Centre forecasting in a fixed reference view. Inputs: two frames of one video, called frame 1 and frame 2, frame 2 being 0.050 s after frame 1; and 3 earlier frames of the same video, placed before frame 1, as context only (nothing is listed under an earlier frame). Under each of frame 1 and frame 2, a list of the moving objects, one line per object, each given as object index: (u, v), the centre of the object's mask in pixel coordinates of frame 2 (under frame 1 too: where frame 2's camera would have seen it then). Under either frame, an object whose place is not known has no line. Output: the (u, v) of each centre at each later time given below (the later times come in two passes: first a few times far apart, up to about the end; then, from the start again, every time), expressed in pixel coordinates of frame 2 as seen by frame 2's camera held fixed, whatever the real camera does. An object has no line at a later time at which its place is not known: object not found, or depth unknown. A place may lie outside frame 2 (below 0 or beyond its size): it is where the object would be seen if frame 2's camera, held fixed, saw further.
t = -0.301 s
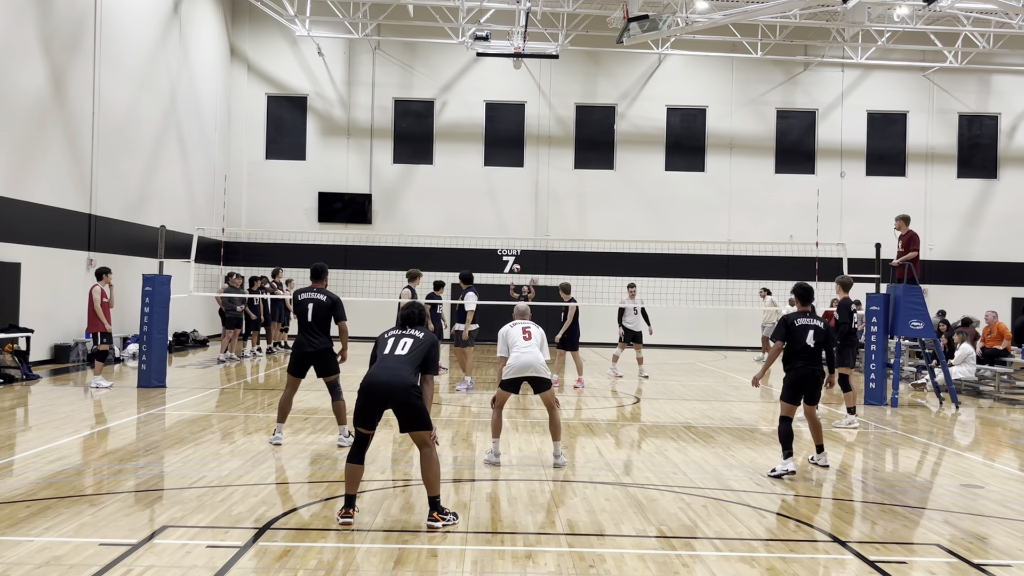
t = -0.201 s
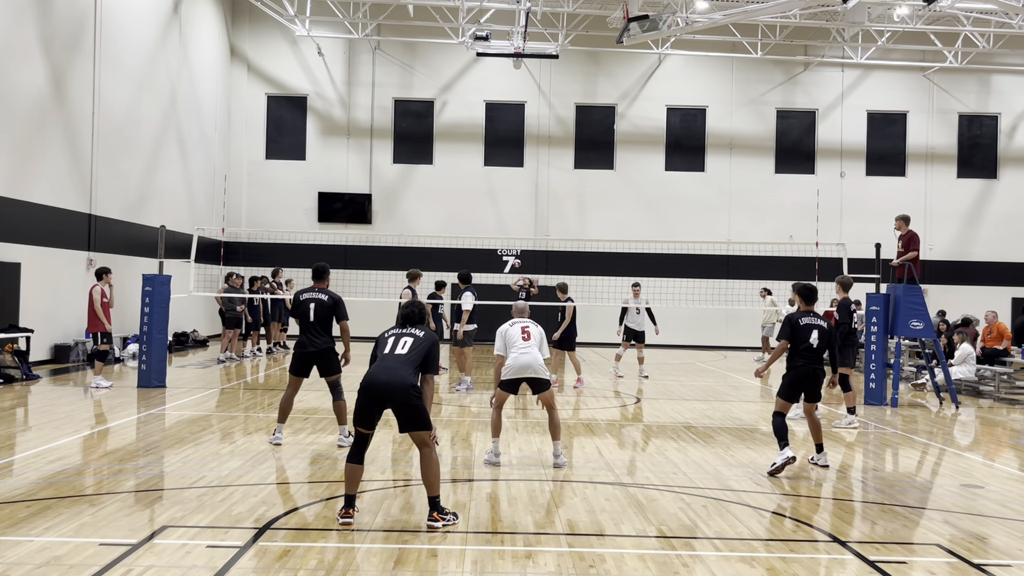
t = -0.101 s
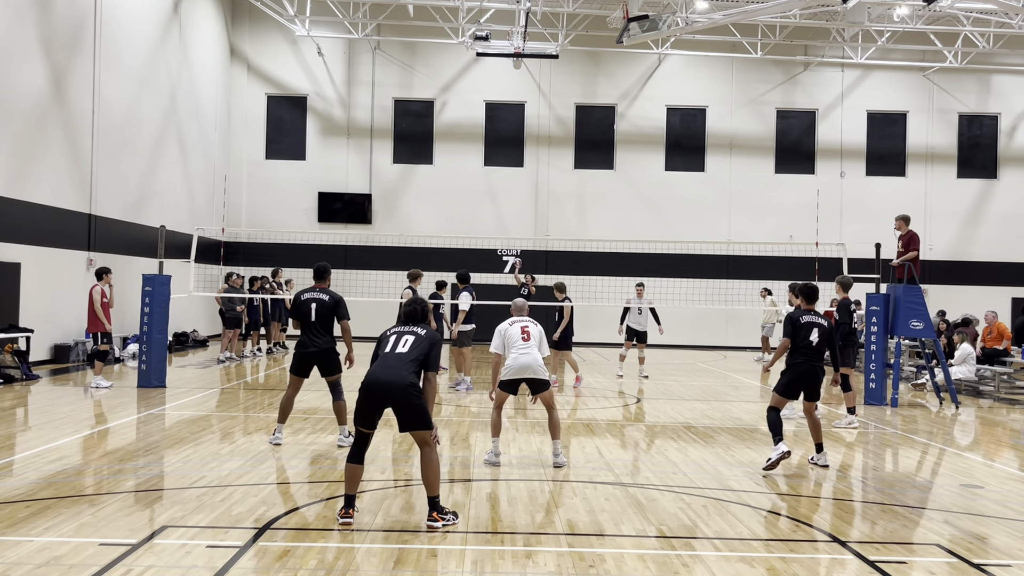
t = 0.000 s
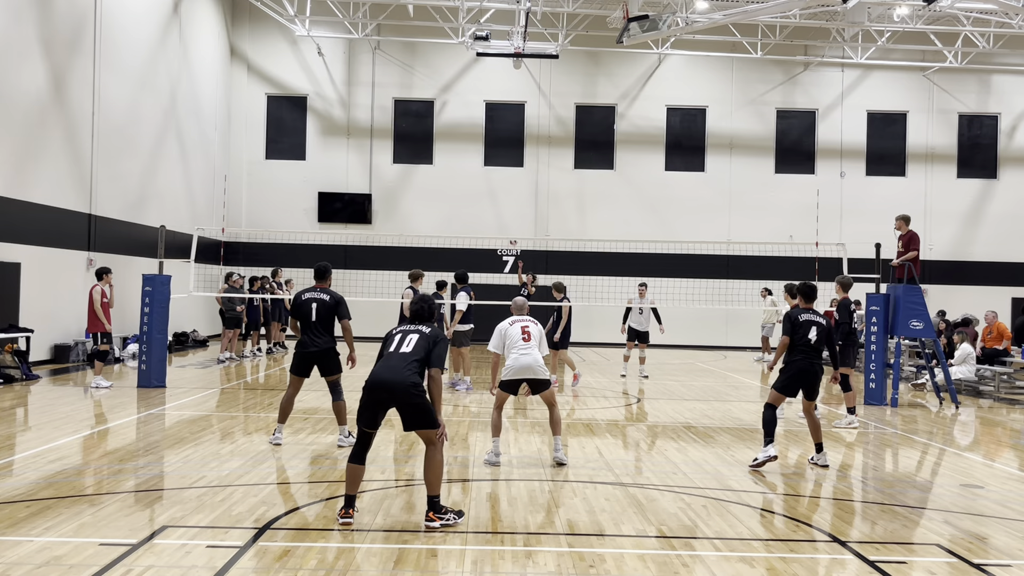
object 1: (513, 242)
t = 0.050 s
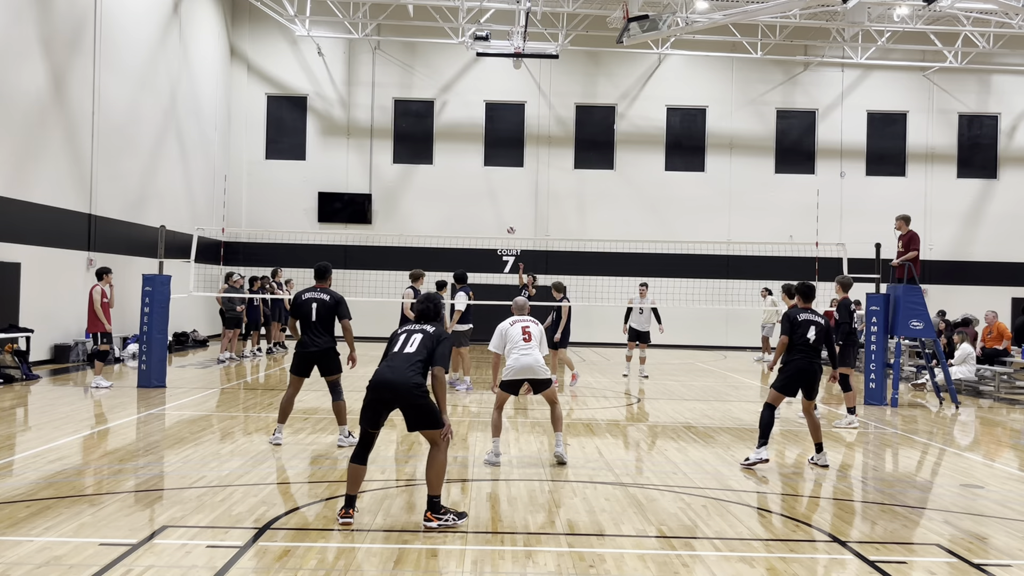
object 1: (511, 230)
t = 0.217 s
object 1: (504, 195)
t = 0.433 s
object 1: (494, 158)
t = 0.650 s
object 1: (484, 137)
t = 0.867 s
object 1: (475, 137)
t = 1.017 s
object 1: (465, 156)
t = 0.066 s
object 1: (510, 226)
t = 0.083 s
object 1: (509, 223)
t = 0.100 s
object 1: (509, 219)
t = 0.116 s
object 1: (508, 215)
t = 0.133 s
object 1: (507, 212)
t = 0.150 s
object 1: (507, 209)
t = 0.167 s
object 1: (506, 205)
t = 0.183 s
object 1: (505, 202)
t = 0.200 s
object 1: (504, 198)
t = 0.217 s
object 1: (504, 195)
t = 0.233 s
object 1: (503, 192)
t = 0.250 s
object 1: (502, 189)
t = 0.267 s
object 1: (501, 186)
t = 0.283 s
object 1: (501, 182)
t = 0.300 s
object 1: (500, 179)
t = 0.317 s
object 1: (499, 177)
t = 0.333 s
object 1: (499, 174)
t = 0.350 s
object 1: (498, 170)
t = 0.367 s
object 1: (497, 168)
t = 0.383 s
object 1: (496, 165)
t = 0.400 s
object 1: (496, 162)
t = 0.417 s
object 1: (495, 160)
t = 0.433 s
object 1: (494, 158)
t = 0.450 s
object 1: (493, 155)
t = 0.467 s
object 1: (492, 153)
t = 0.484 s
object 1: (491, 151)
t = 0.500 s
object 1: (491, 149)
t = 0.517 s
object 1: (490, 147)
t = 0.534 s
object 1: (489, 146)
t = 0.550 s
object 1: (488, 144)
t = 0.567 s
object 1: (487, 143)
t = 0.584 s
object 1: (487, 141)
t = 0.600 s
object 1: (486, 140)
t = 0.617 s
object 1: (485, 139)
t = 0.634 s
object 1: (484, 138)
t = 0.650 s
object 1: (484, 137)
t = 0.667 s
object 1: (483, 136)
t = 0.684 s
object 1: (482, 135)
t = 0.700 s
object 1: (482, 135)
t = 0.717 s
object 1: (481, 134)
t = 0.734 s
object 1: (480, 134)
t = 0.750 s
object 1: (480, 134)
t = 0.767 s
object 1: (479, 134)
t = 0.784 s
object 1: (478, 134)
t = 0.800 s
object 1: (478, 134)
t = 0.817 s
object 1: (477, 135)
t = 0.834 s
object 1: (477, 135)
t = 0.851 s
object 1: (476, 136)
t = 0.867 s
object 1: (475, 137)
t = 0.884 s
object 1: (474, 138)
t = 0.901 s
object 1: (473, 139)
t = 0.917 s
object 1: (472, 141)
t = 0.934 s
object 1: (471, 143)
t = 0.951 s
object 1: (470, 145)
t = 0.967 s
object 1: (469, 147)
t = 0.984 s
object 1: (468, 149)
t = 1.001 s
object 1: (466, 152)
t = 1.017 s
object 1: (465, 156)
